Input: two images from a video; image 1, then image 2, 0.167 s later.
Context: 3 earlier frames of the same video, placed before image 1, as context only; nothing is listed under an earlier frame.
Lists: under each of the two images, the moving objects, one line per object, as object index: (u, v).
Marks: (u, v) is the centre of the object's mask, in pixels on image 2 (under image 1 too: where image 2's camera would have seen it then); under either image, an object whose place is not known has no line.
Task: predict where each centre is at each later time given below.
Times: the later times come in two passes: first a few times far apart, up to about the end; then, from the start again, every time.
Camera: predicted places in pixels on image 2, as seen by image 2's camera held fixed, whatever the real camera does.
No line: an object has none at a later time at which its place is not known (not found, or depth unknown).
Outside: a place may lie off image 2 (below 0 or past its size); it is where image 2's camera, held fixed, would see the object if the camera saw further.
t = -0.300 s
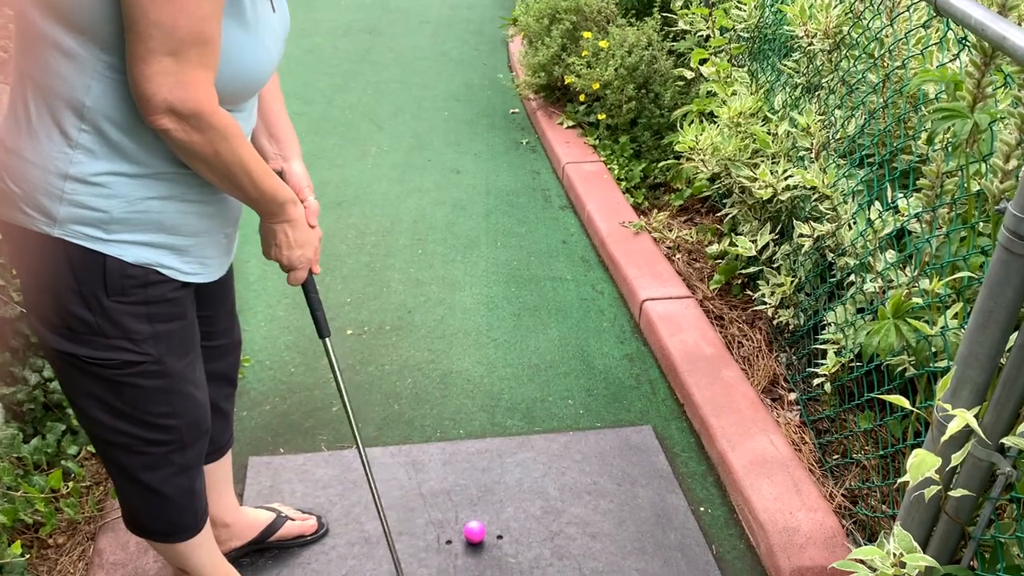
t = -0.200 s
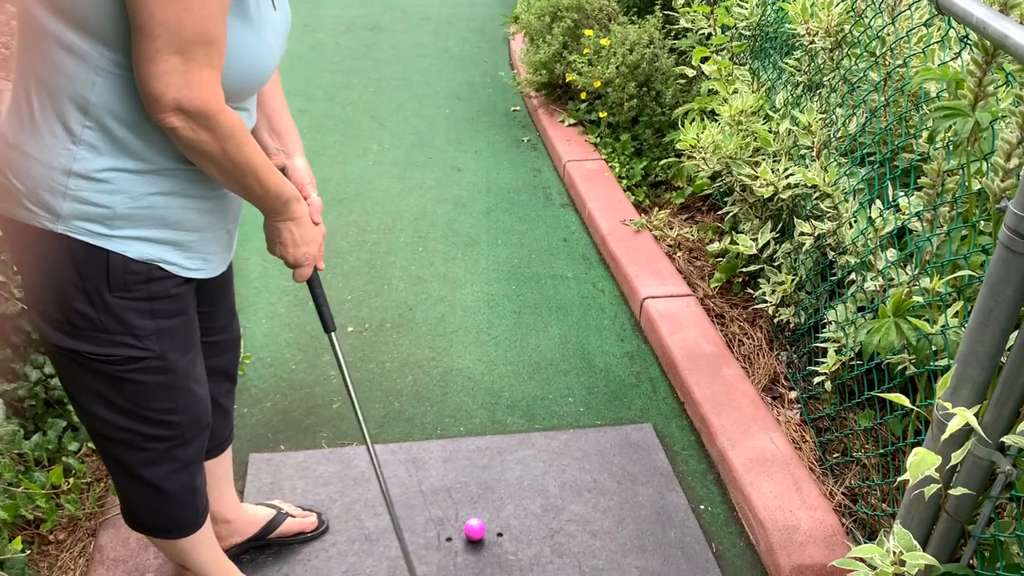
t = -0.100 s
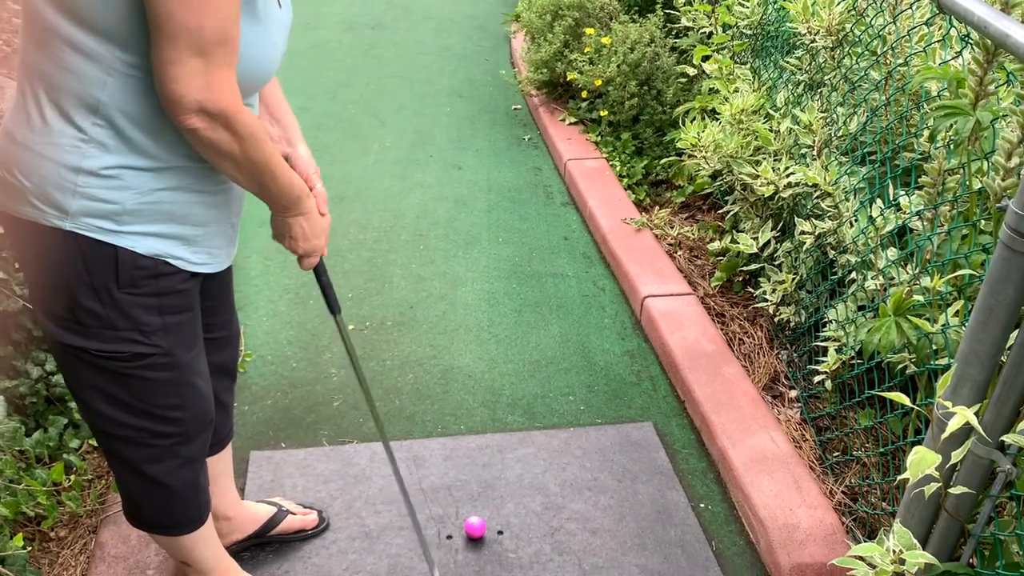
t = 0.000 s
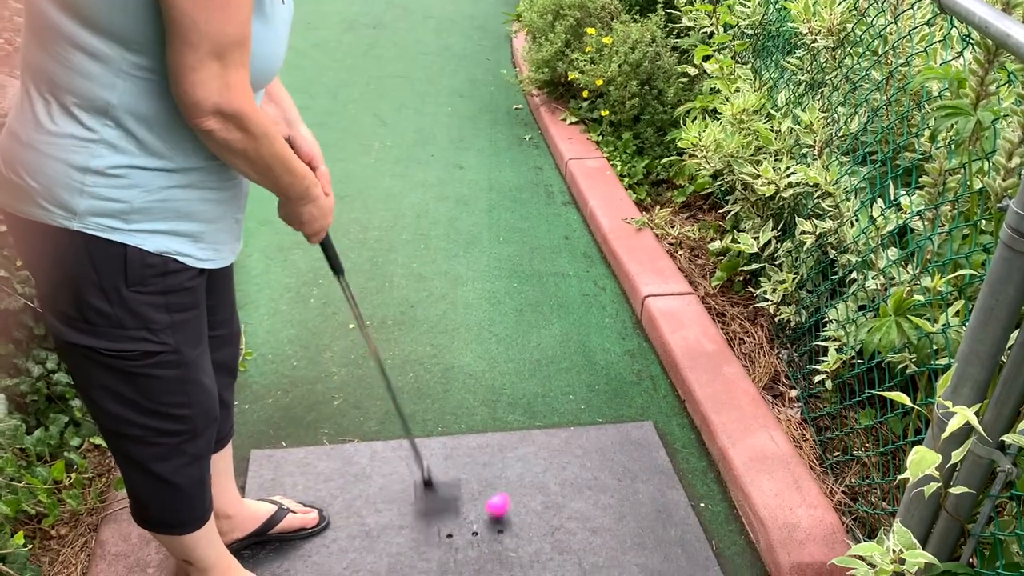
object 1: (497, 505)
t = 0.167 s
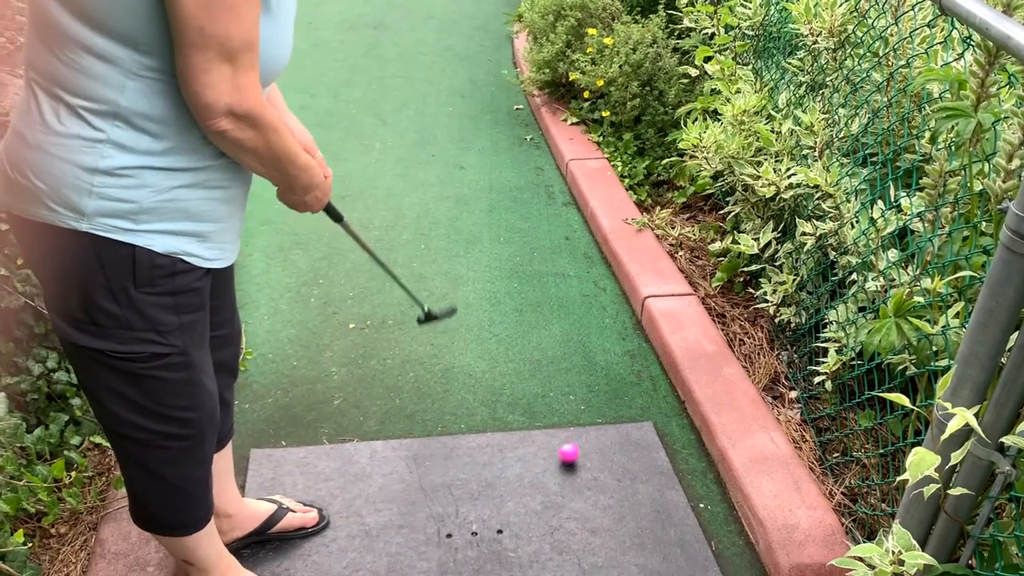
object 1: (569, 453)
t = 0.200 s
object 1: (580, 444)
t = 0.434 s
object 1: (648, 390)
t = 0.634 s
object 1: (628, 355)
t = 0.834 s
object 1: (591, 326)
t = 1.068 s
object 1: (556, 297)
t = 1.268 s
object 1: (528, 276)
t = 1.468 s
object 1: (502, 257)
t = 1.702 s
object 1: (472, 237)
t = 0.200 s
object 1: (580, 444)
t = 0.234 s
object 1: (591, 435)
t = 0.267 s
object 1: (602, 427)
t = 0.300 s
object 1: (612, 418)
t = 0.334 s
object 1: (621, 411)
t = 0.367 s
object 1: (631, 404)
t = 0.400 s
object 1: (640, 397)
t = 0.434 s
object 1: (648, 390)
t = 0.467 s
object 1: (657, 383)
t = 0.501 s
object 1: (662, 375)
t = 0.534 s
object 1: (653, 368)
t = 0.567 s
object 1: (643, 364)
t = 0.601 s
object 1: (635, 360)
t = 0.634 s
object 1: (628, 355)
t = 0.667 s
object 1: (621, 350)
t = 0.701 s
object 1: (614, 345)
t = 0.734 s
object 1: (608, 340)
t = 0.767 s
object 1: (603, 336)
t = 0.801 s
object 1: (597, 331)
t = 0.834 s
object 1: (591, 326)
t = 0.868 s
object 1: (586, 322)
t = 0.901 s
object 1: (581, 317)
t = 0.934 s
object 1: (576, 313)
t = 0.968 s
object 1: (571, 309)
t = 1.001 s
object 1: (566, 305)
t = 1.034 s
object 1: (561, 301)
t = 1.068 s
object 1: (556, 297)
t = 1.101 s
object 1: (551, 293)
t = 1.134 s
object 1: (546, 289)
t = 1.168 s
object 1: (542, 286)
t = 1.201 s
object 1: (537, 282)
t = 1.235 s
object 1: (533, 279)
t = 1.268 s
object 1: (528, 276)
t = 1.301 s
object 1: (524, 273)
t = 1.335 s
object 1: (519, 269)
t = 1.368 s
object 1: (515, 266)
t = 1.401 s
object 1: (511, 263)
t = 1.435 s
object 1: (506, 260)
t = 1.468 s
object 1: (502, 257)
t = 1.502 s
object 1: (497, 254)
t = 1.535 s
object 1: (493, 251)
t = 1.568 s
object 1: (489, 248)
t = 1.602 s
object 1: (485, 245)
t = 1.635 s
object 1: (480, 242)
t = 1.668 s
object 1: (477, 239)
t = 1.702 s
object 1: (472, 237)
